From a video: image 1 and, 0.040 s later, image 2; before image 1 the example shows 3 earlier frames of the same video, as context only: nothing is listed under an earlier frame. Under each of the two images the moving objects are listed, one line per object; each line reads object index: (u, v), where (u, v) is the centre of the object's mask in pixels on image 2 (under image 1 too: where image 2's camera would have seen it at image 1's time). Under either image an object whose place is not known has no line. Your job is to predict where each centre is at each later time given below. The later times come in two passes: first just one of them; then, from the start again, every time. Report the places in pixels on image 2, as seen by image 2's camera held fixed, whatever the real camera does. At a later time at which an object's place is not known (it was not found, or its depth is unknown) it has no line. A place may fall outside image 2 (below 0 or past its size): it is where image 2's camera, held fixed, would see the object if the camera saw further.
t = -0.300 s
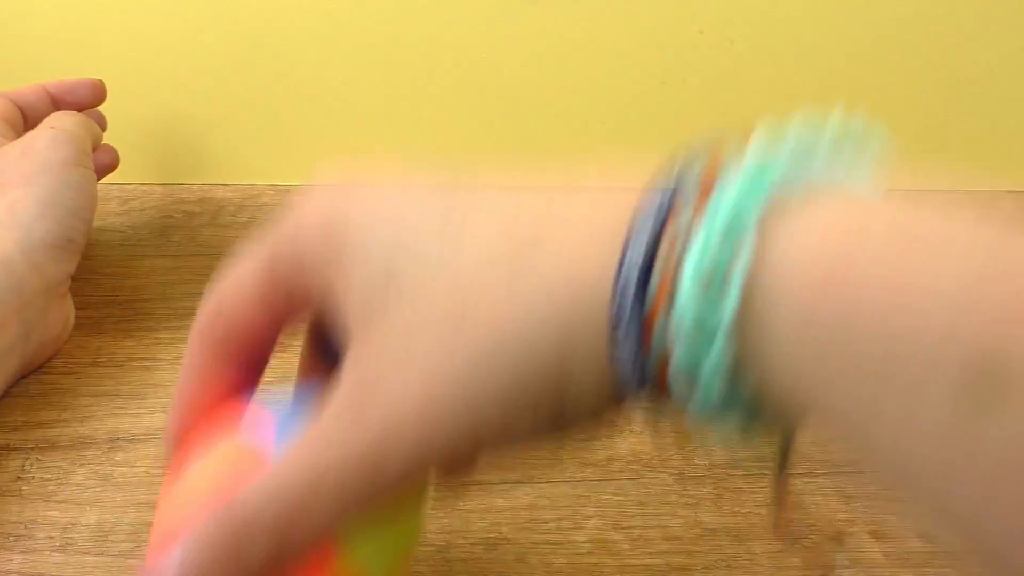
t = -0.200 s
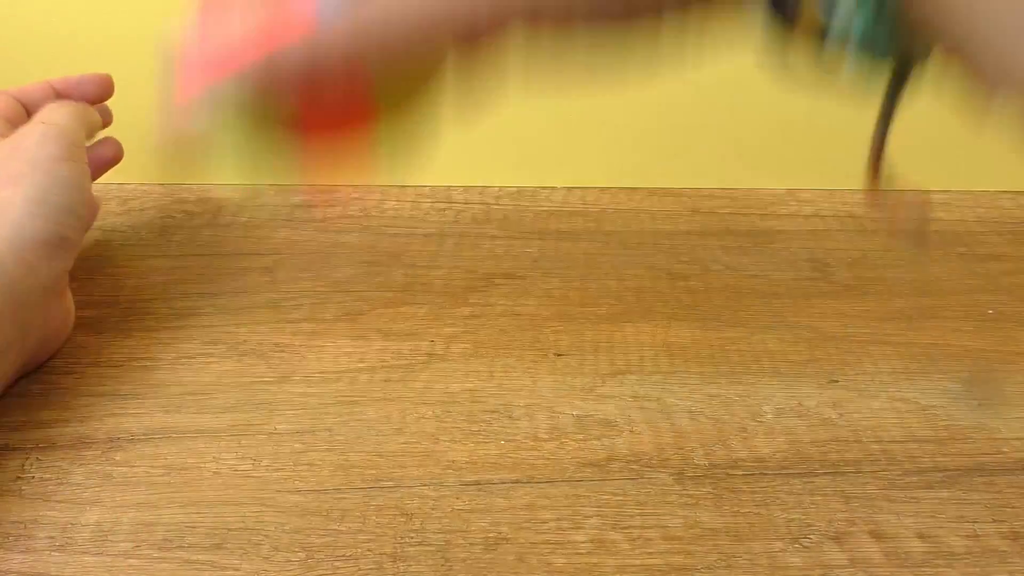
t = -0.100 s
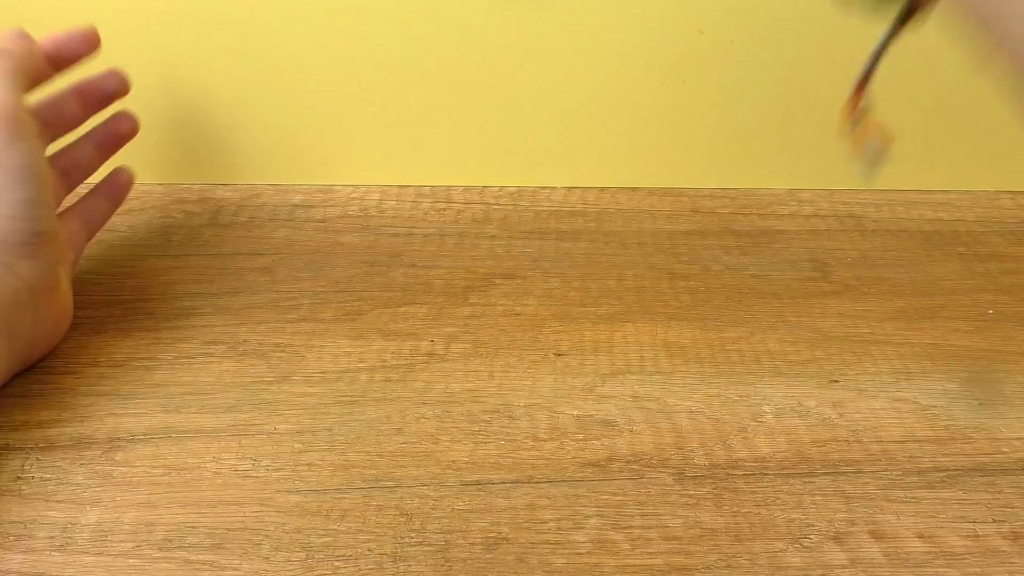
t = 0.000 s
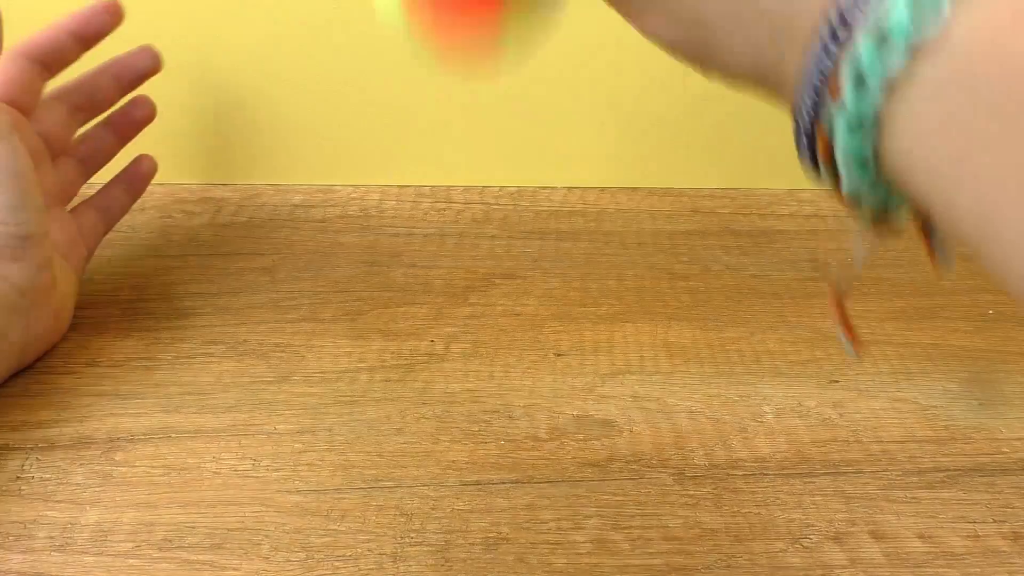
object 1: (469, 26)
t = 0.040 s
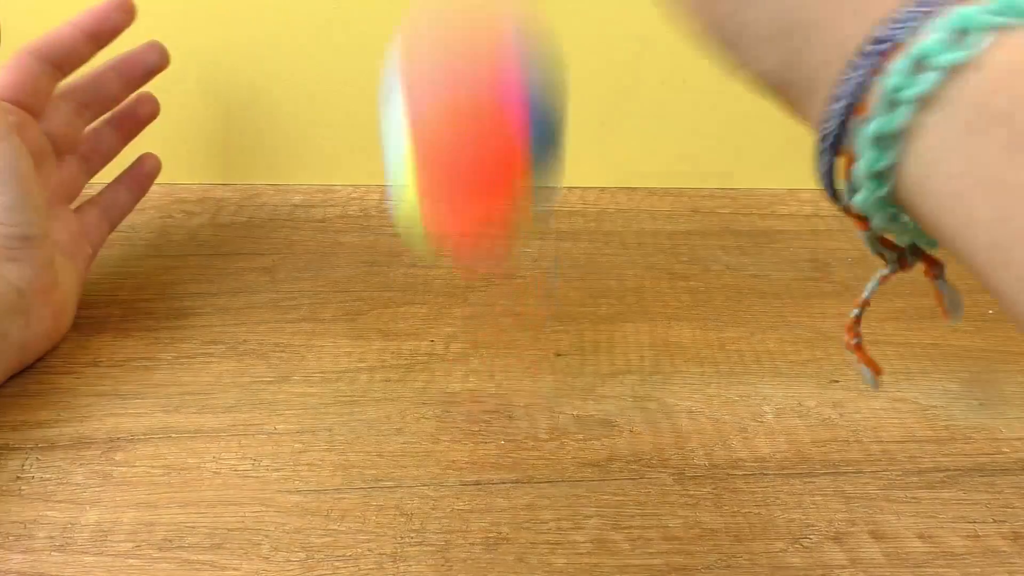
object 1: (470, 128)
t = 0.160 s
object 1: (499, 55)
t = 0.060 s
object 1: (473, 235)
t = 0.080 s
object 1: (476, 272)
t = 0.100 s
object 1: (481, 199)
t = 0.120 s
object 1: (488, 137)
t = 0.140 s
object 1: (494, 83)
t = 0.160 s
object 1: (499, 55)
